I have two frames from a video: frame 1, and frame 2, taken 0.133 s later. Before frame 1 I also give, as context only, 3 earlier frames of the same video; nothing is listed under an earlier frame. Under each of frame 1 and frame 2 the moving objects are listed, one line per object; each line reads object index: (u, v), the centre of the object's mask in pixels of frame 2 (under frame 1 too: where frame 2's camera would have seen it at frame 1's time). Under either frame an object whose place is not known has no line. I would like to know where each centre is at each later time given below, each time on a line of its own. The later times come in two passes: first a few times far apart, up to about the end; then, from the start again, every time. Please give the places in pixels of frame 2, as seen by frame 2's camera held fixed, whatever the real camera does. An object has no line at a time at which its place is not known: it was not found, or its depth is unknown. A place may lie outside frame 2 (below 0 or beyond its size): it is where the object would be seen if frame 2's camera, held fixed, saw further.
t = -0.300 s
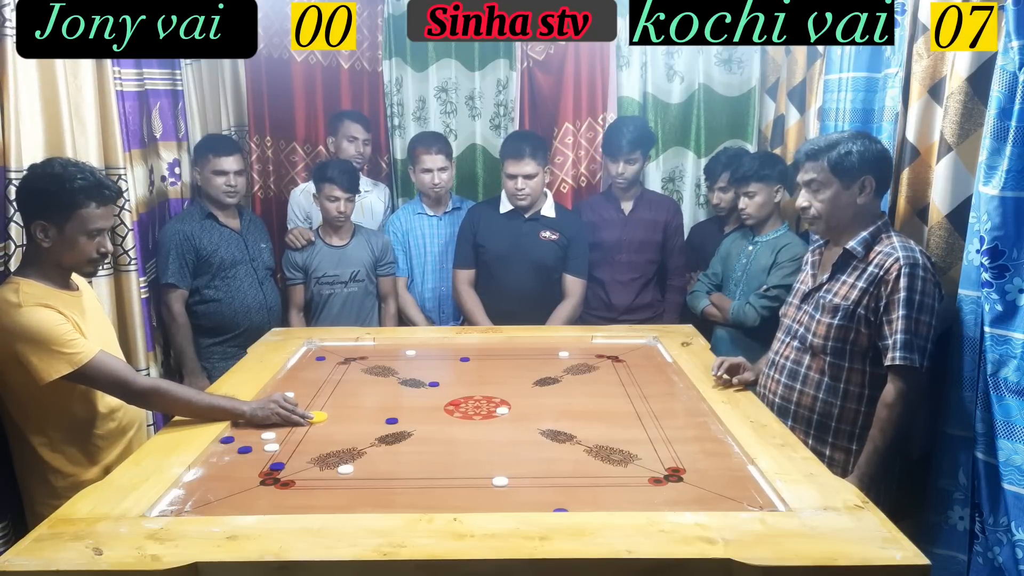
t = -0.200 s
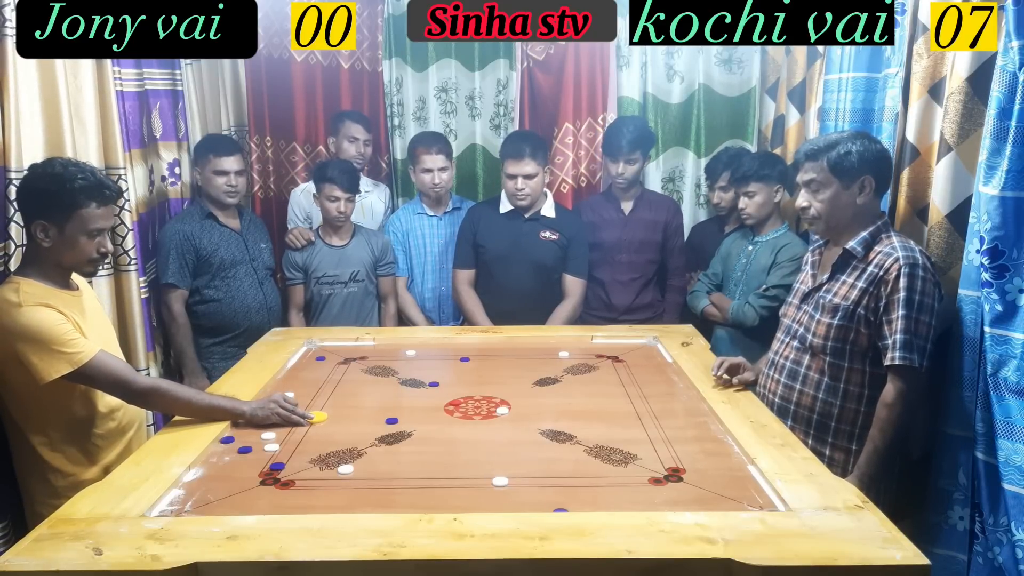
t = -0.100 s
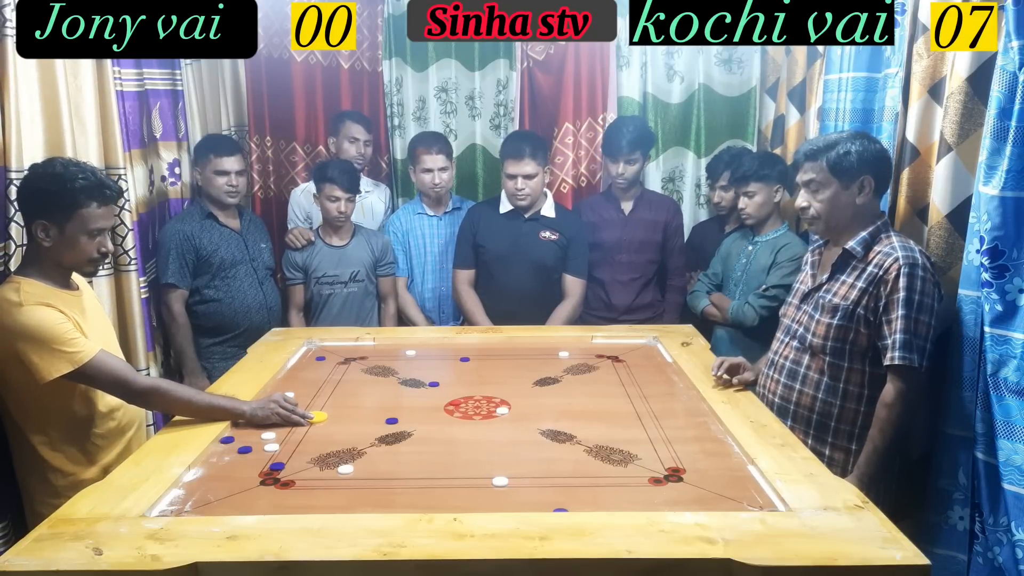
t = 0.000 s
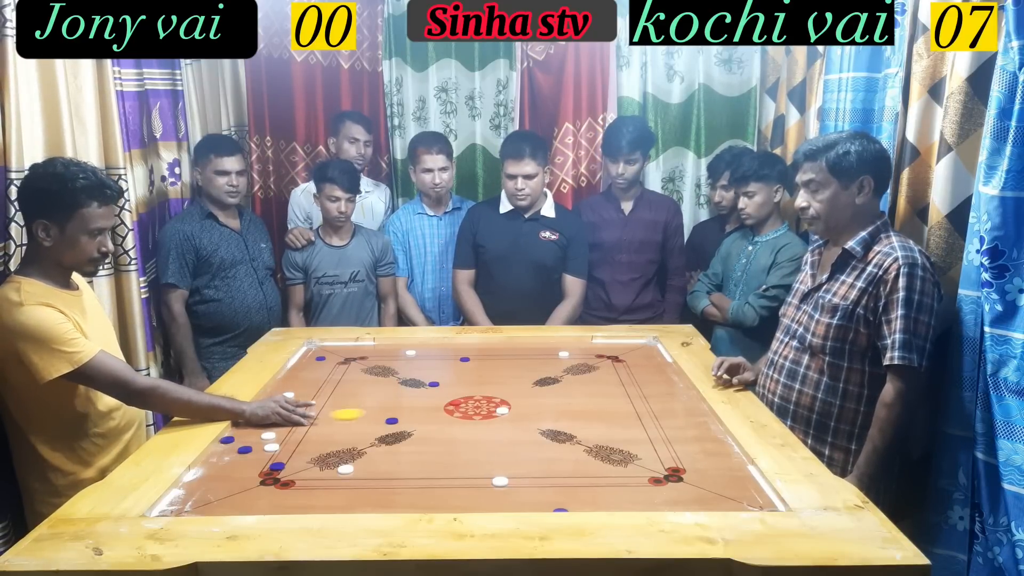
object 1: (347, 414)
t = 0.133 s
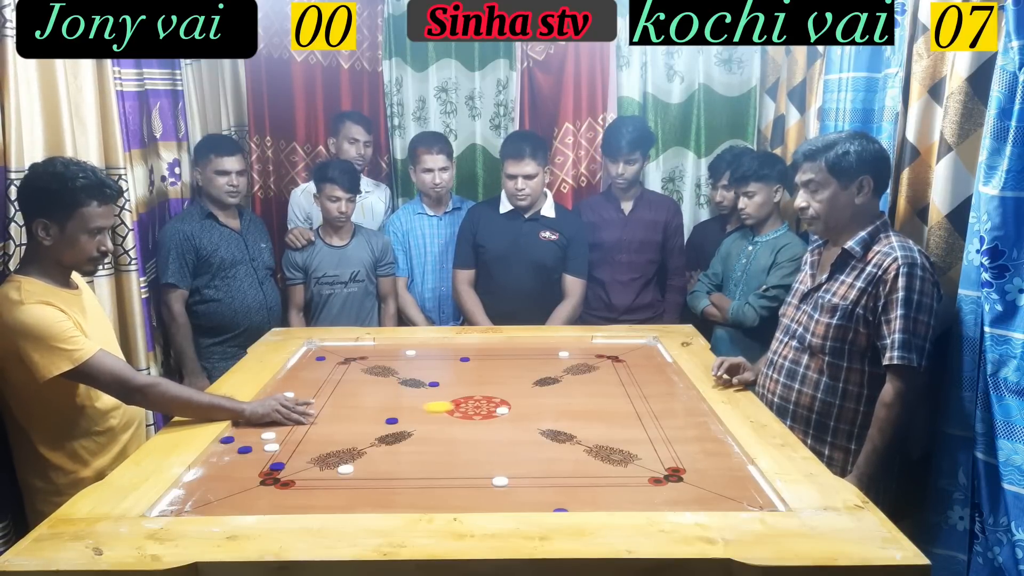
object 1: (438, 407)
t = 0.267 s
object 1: (498, 405)
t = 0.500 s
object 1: (576, 398)
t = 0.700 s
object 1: (627, 394)
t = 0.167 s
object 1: (455, 407)
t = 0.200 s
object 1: (472, 407)
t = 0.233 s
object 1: (485, 406)
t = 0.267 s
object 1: (498, 405)
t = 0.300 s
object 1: (511, 404)
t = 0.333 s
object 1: (523, 403)
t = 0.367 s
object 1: (534, 402)
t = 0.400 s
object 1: (546, 401)
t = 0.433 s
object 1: (556, 400)
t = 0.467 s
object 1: (566, 399)
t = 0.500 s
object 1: (576, 398)
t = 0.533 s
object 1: (586, 398)
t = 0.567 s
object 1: (595, 397)
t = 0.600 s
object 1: (603, 396)
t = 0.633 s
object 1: (611, 395)
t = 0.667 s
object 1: (619, 395)
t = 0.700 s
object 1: (627, 394)
